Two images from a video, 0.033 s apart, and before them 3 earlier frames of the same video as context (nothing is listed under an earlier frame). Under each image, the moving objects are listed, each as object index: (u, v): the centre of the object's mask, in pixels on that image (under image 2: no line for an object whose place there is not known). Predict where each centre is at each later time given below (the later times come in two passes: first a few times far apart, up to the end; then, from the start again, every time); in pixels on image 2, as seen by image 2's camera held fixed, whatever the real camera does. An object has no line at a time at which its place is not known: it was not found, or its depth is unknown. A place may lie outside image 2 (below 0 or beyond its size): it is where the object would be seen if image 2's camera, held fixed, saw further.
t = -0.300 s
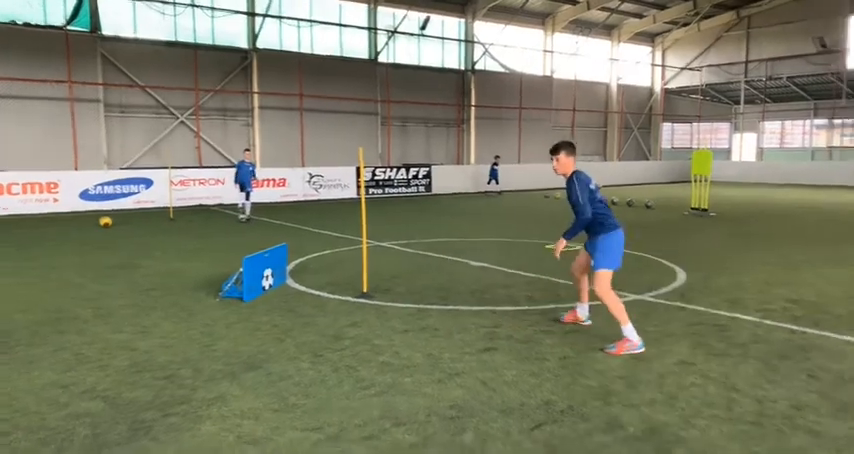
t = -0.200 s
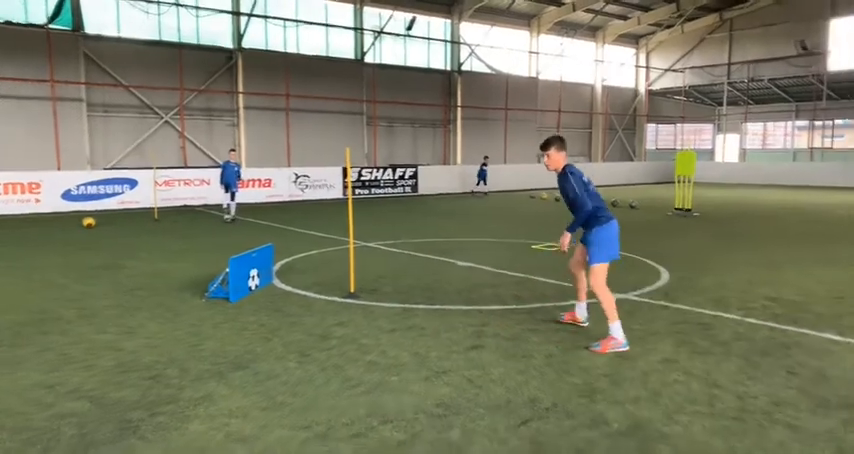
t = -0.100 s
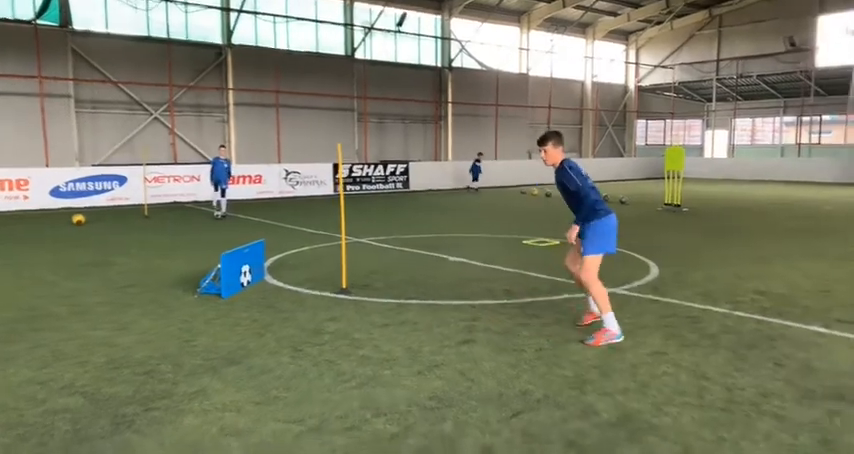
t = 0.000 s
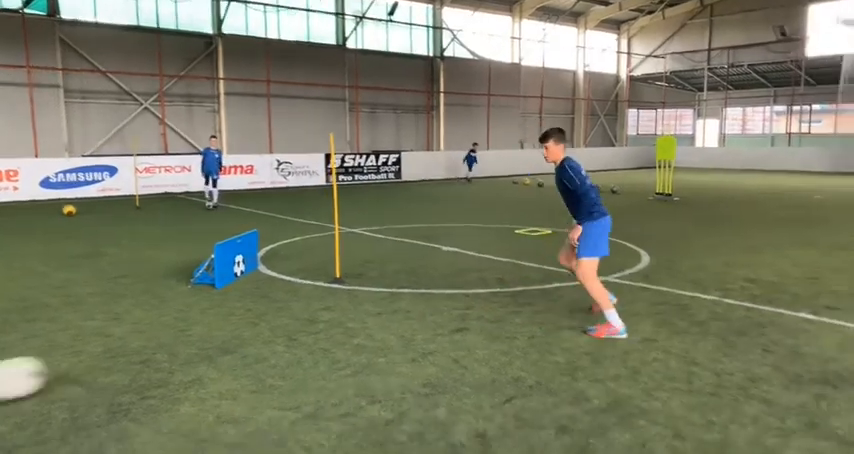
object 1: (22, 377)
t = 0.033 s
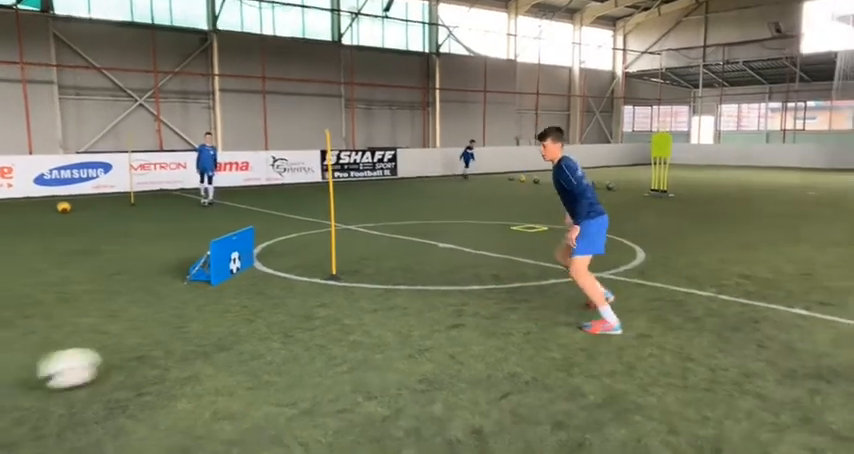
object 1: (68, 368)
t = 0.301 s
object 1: (357, 301)
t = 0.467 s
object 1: (462, 285)
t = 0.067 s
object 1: (125, 362)
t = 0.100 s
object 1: (168, 350)
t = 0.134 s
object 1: (204, 336)
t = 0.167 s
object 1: (240, 325)
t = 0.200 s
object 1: (272, 316)
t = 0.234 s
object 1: (302, 309)
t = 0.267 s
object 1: (331, 304)
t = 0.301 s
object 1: (357, 301)
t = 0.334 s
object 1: (381, 300)
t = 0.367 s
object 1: (404, 301)
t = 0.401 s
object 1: (426, 302)
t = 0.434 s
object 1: (444, 293)
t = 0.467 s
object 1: (462, 285)
